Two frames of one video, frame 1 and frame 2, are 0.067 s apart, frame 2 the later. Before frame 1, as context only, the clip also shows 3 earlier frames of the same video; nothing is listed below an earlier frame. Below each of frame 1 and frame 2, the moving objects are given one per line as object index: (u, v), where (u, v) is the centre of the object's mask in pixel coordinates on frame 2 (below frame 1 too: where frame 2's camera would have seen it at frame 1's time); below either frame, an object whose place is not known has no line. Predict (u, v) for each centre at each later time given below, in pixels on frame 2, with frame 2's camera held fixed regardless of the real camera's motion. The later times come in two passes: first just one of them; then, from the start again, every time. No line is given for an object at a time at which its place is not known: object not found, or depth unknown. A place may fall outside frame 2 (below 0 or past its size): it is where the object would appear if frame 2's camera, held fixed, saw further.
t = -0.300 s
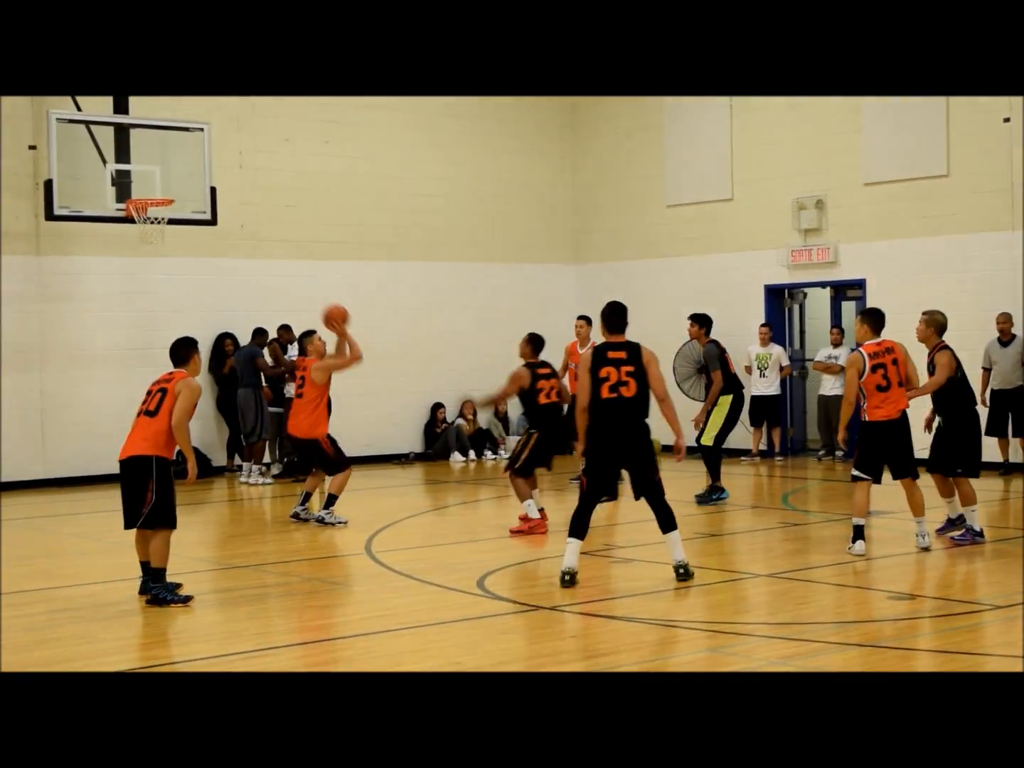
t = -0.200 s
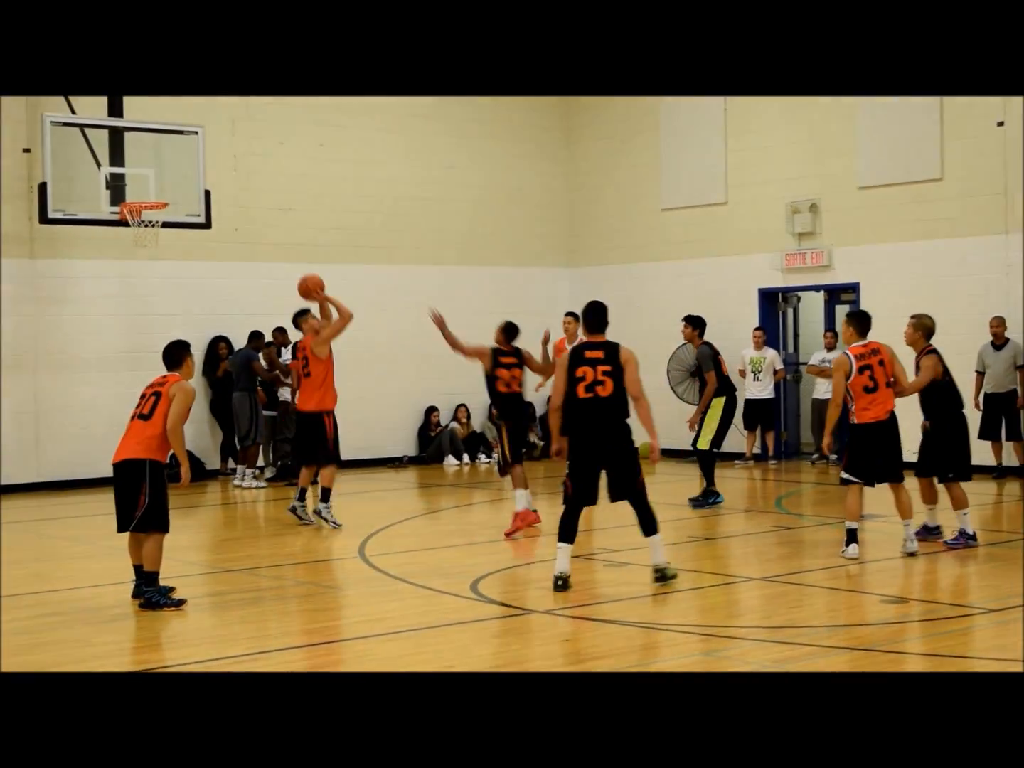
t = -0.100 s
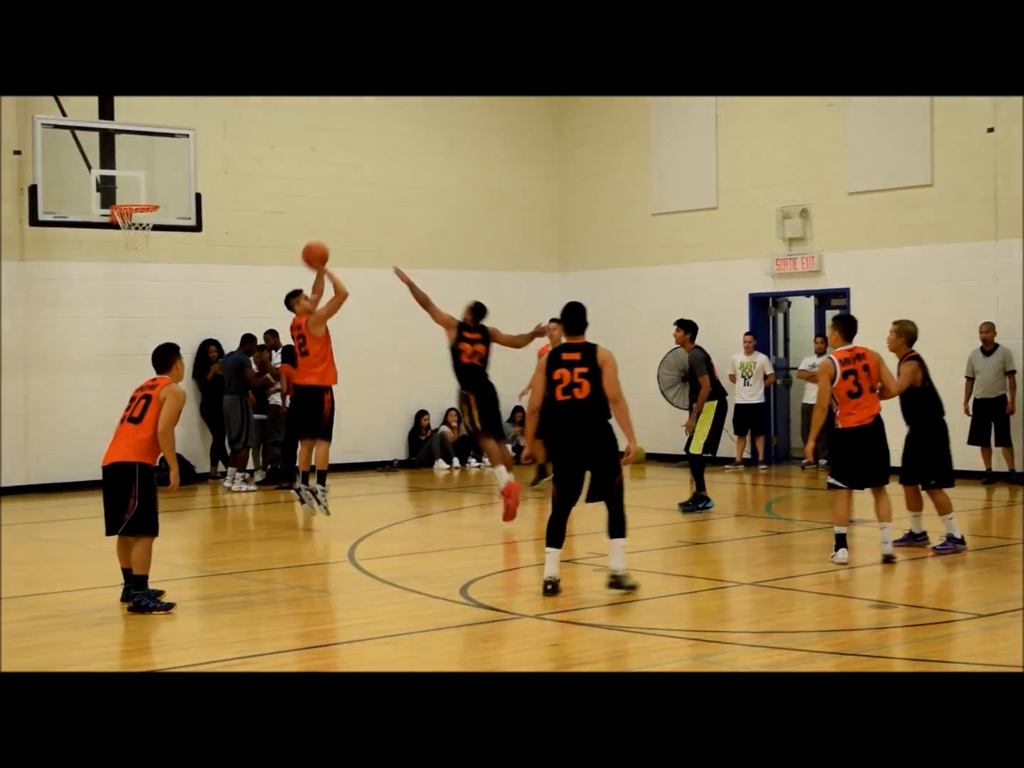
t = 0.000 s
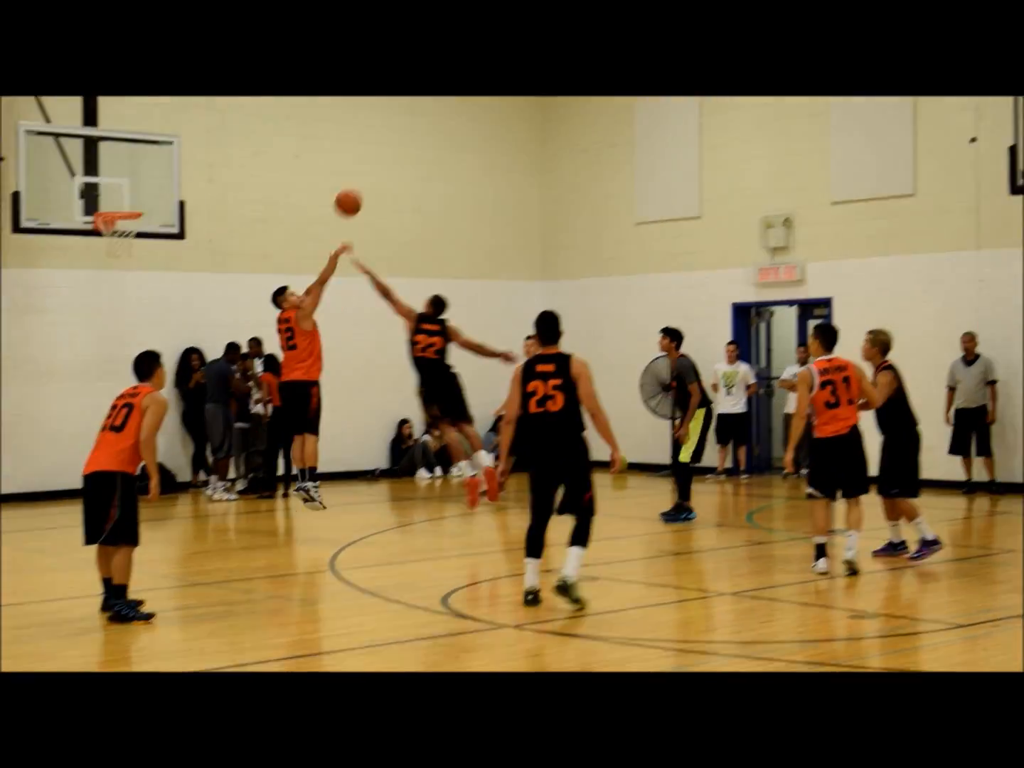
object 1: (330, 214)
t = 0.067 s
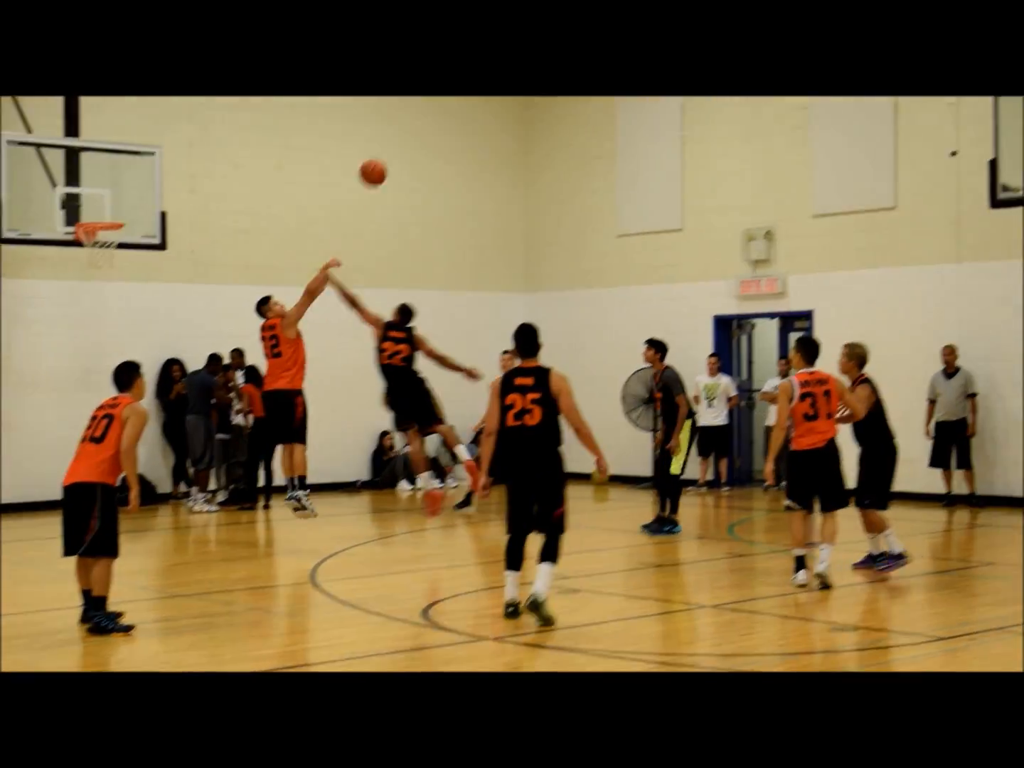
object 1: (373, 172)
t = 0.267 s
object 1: (503, 77)
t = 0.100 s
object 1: (395, 153)
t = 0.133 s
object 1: (417, 135)
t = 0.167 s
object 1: (440, 118)
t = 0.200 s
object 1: (461, 103)
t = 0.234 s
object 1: (483, 89)
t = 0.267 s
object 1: (503, 77)
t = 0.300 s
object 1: (524, 67)
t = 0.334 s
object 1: (545, 58)
